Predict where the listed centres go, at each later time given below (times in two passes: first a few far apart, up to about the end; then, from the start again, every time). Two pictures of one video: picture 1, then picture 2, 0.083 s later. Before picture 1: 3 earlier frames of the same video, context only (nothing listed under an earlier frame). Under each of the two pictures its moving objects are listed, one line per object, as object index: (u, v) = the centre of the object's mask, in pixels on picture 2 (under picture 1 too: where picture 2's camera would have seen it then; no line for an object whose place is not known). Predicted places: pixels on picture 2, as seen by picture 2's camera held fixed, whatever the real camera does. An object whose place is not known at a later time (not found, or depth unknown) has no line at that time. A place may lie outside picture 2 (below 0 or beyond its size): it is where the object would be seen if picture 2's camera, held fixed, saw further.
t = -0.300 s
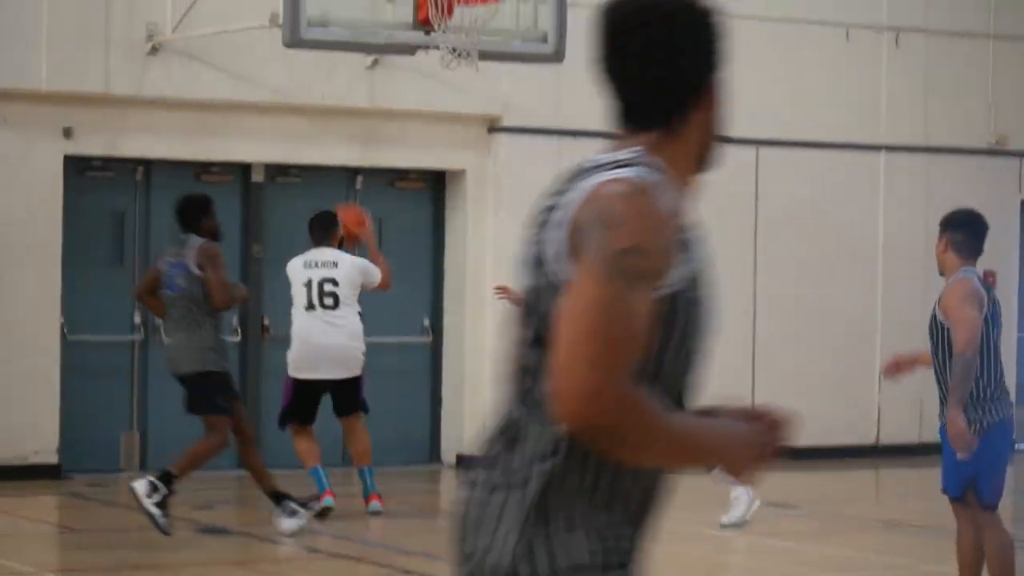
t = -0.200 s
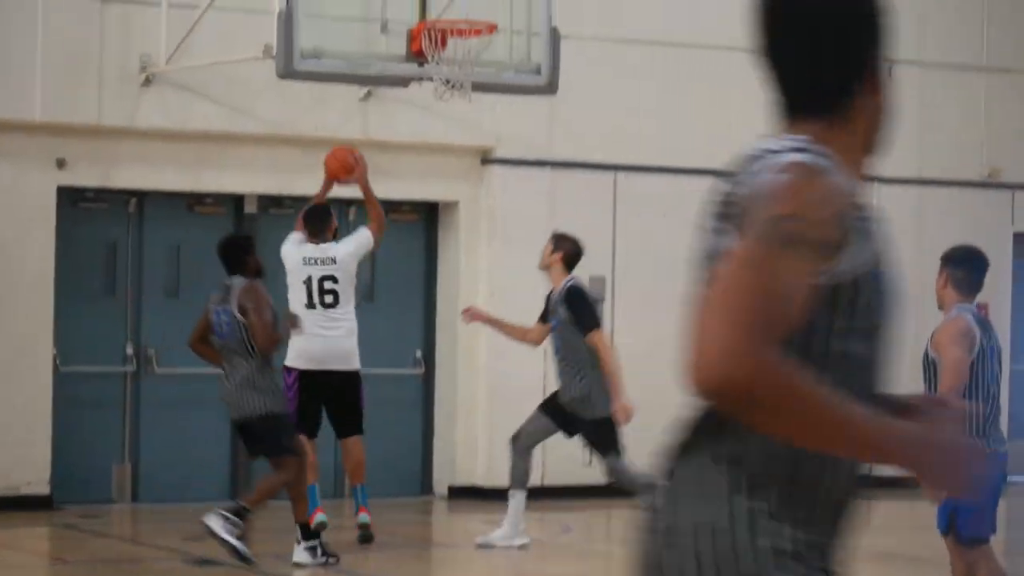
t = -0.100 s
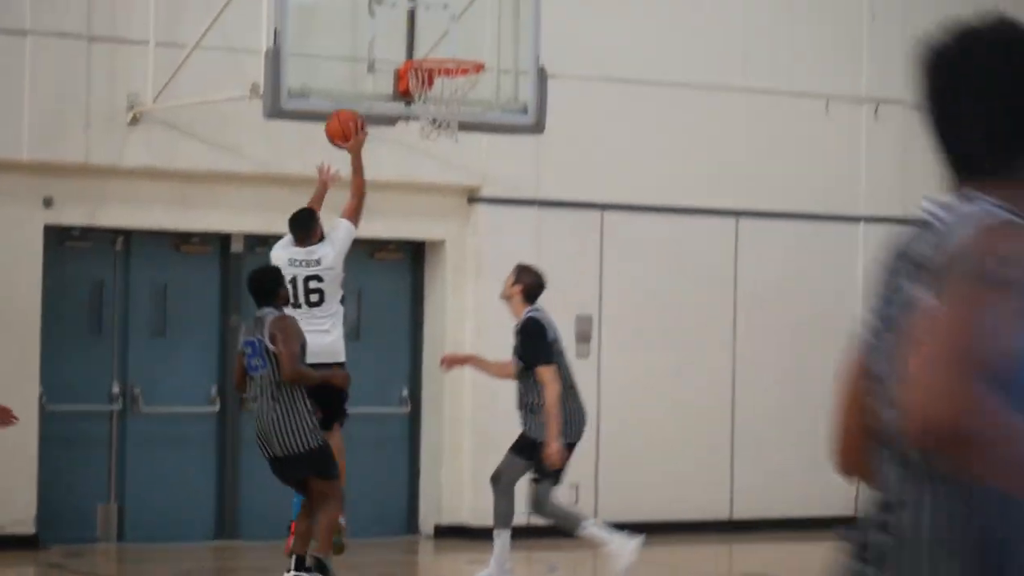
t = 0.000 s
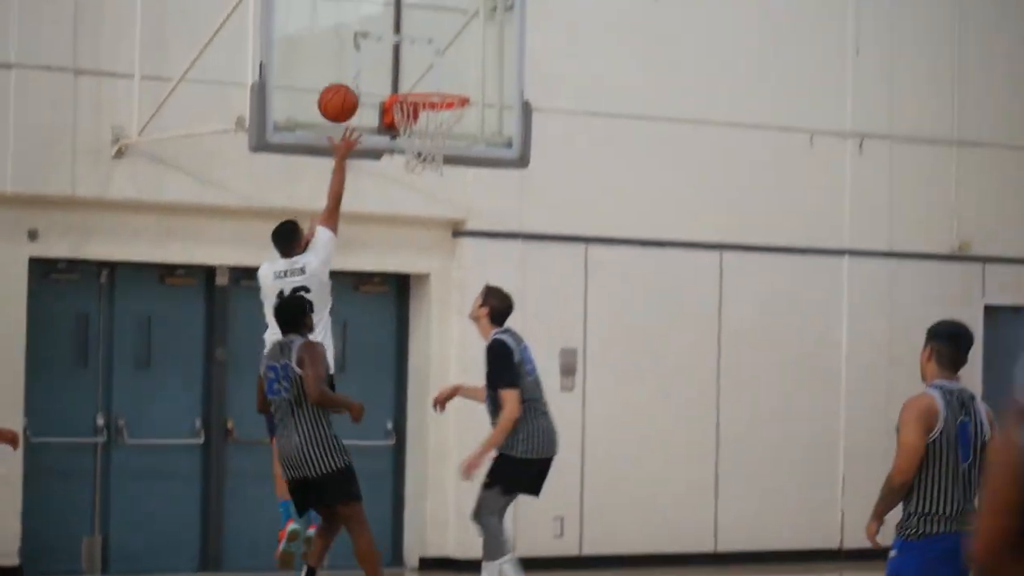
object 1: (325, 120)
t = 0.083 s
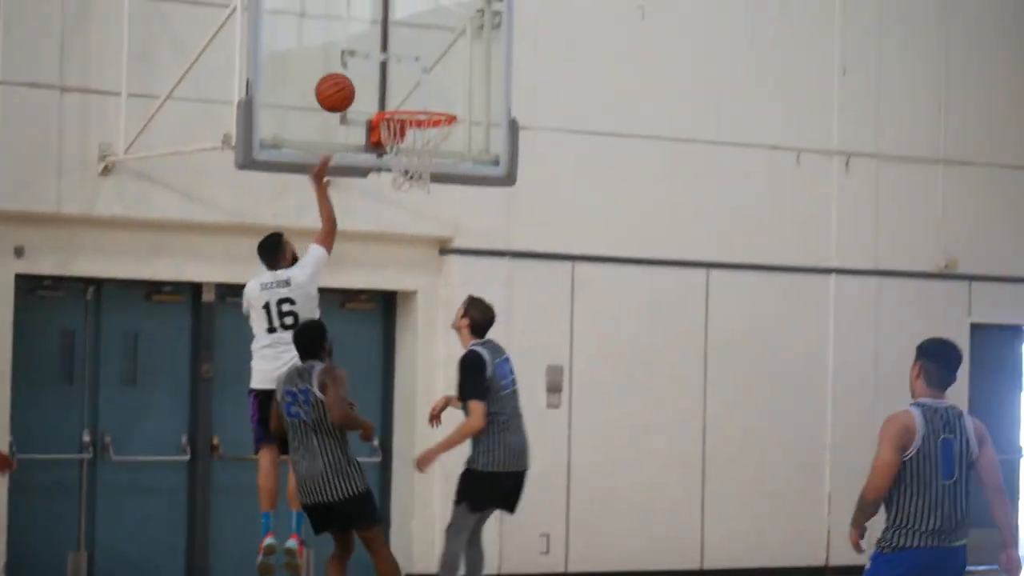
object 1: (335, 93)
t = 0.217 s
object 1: (367, 89)
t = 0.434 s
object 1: (392, 93)
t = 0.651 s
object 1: (419, 131)
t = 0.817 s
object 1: (424, 172)
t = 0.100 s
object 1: (339, 90)
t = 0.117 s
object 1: (343, 89)
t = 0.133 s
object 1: (347, 88)
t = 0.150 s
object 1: (351, 87)
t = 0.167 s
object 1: (355, 87)
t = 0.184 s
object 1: (359, 87)
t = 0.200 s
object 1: (364, 88)
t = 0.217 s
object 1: (367, 89)
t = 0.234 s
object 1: (371, 91)
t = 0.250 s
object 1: (375, 93)
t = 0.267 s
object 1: (377, 92)
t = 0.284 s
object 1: (379, 90)
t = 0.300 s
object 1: (380, 89)
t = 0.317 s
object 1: (382, 88)
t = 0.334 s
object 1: (383, 87)
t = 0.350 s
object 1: (385, 87)
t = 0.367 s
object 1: (387, 88)
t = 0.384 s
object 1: (388, 89)
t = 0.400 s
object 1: (390, 90)
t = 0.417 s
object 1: (391, 92)
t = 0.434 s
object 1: (392, 93)
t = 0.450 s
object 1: (394, 94)
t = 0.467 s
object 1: (396, 94)
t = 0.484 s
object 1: (398, 95)
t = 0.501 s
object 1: (400, 95)
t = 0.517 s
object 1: (402, 96)
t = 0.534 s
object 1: (404, 97)
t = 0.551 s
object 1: (406, 99)
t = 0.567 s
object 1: (408, 100)
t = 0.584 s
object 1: (409, 102)
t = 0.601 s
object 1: (412, 105)
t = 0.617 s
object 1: (413, 117)
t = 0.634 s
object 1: (414, 123)
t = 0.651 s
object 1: (419, 131)
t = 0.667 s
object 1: (420, 134)
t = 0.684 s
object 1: (422, 139)
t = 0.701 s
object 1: (422, 144)
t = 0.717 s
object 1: (422, 150)
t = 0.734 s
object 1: (424, 156)
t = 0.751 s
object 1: (424, 159)
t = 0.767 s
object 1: (424, 163)
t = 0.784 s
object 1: (425, 167)
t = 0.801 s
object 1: (425, 169)
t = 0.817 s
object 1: (424, 172)
